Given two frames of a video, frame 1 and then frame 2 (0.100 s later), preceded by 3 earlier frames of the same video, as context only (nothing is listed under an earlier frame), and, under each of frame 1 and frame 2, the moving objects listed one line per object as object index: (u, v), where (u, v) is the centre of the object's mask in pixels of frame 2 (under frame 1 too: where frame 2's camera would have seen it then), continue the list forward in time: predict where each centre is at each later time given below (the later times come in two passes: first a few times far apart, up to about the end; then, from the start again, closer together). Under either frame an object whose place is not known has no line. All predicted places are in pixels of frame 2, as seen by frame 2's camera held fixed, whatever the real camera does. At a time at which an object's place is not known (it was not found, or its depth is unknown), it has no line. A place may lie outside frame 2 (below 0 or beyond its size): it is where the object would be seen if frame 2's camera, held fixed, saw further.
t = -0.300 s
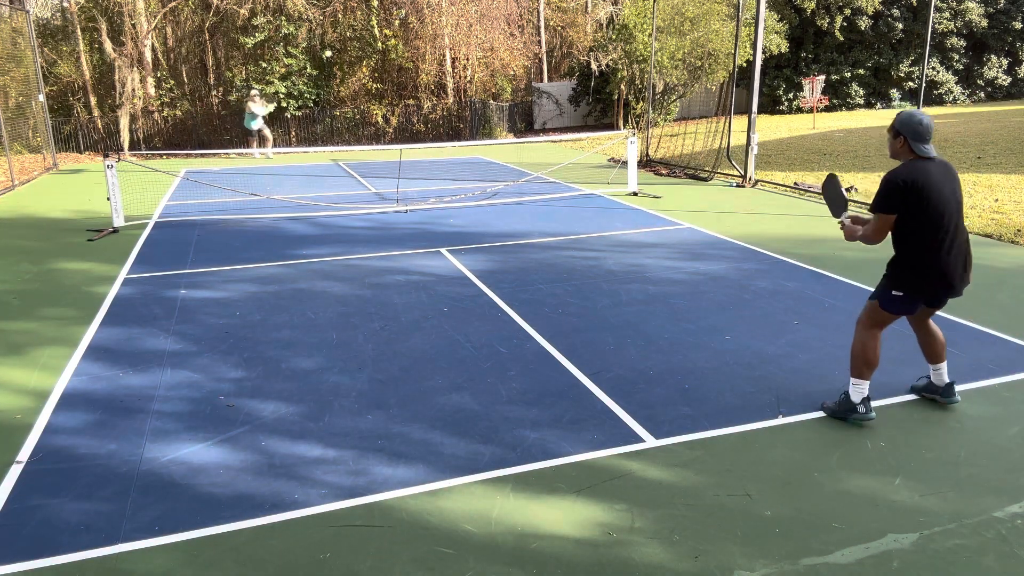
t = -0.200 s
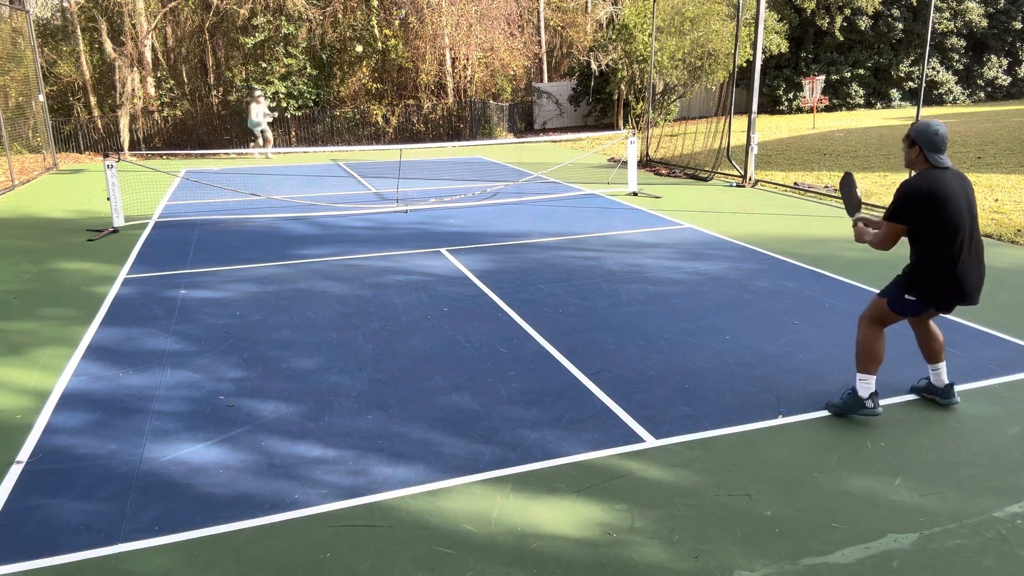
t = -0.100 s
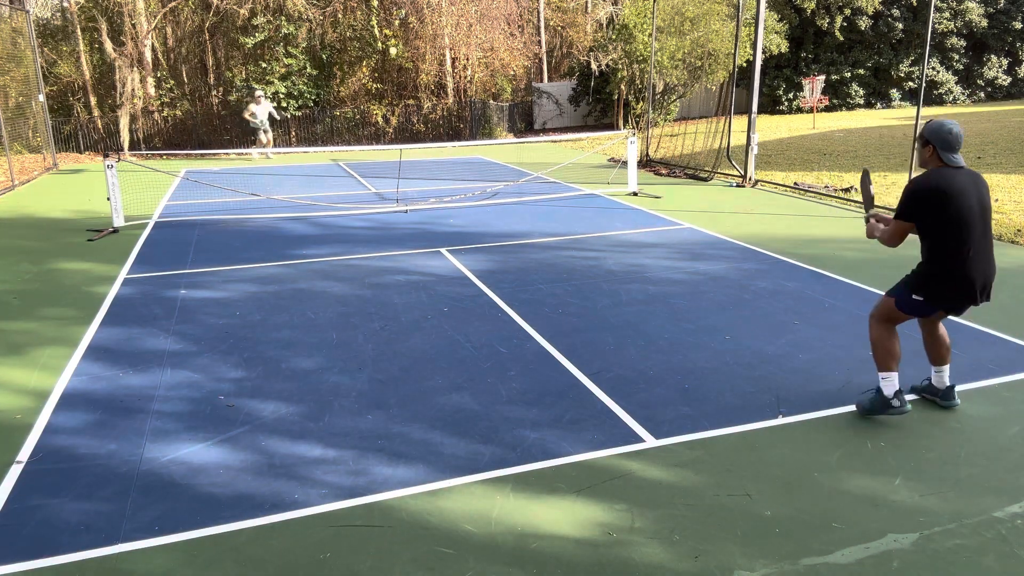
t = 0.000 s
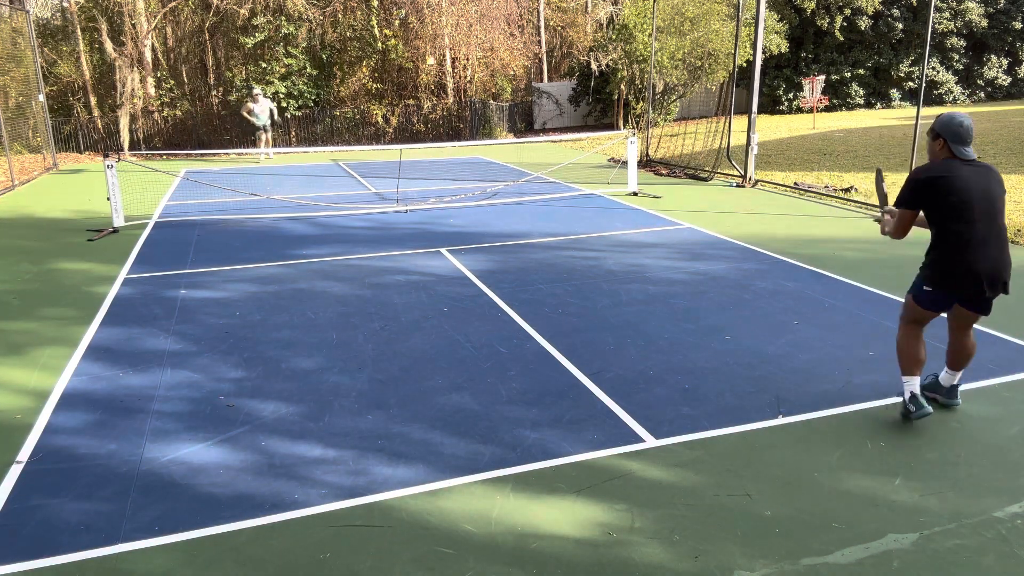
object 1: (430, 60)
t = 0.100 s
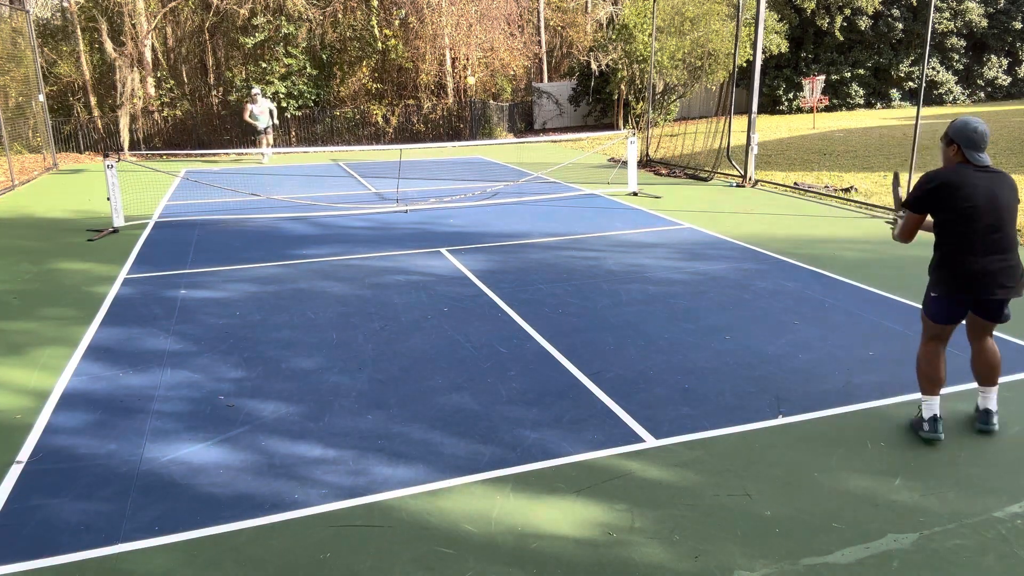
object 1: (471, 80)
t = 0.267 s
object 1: (547, 138)
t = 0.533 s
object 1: (694, 298)
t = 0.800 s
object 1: (803, 249)
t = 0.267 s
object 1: (547, 138)
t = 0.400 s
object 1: (617, 209)
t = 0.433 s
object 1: (636, 231)
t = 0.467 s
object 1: (656, 255)
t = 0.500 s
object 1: (676, 282)
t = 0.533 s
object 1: (694, 298)
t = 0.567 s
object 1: (706, 287)
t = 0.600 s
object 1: (719, 278)
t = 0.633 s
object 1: (731, 270)
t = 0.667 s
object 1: (745, 263)
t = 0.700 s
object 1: (758, 258)
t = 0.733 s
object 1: (773, 253)
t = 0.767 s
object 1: (788, 251)
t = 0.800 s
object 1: (803, 249)
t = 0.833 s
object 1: (818, 250)
